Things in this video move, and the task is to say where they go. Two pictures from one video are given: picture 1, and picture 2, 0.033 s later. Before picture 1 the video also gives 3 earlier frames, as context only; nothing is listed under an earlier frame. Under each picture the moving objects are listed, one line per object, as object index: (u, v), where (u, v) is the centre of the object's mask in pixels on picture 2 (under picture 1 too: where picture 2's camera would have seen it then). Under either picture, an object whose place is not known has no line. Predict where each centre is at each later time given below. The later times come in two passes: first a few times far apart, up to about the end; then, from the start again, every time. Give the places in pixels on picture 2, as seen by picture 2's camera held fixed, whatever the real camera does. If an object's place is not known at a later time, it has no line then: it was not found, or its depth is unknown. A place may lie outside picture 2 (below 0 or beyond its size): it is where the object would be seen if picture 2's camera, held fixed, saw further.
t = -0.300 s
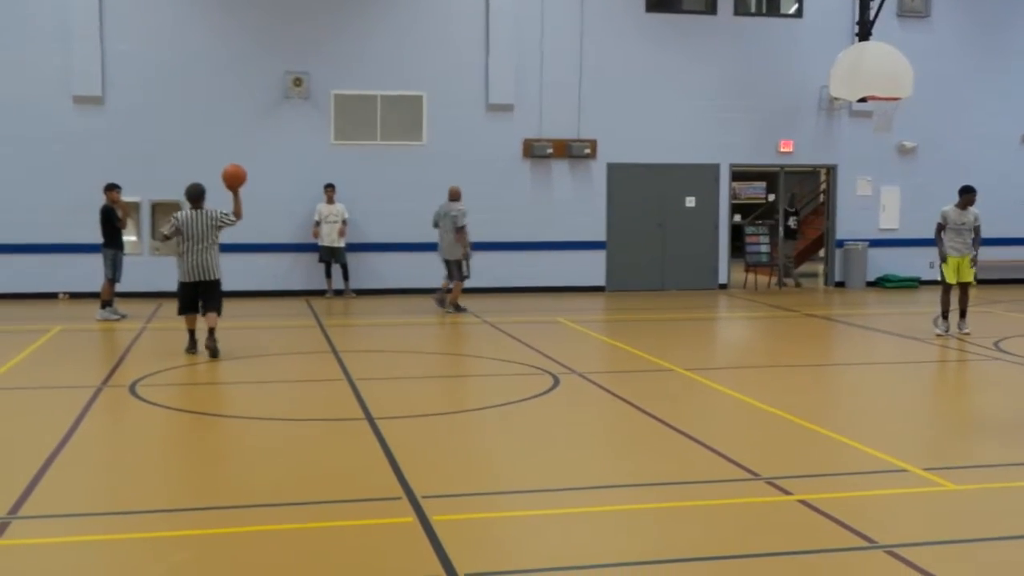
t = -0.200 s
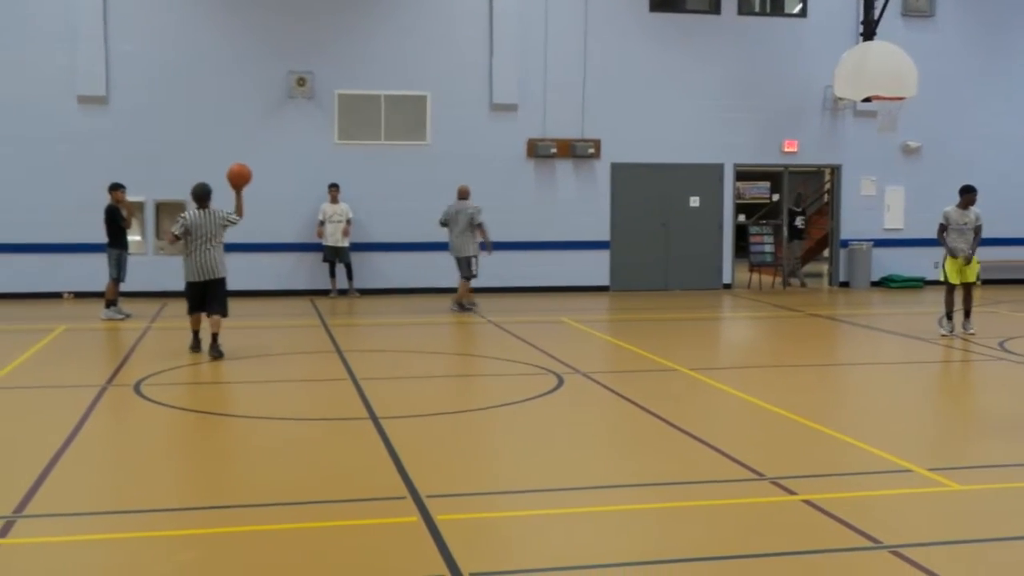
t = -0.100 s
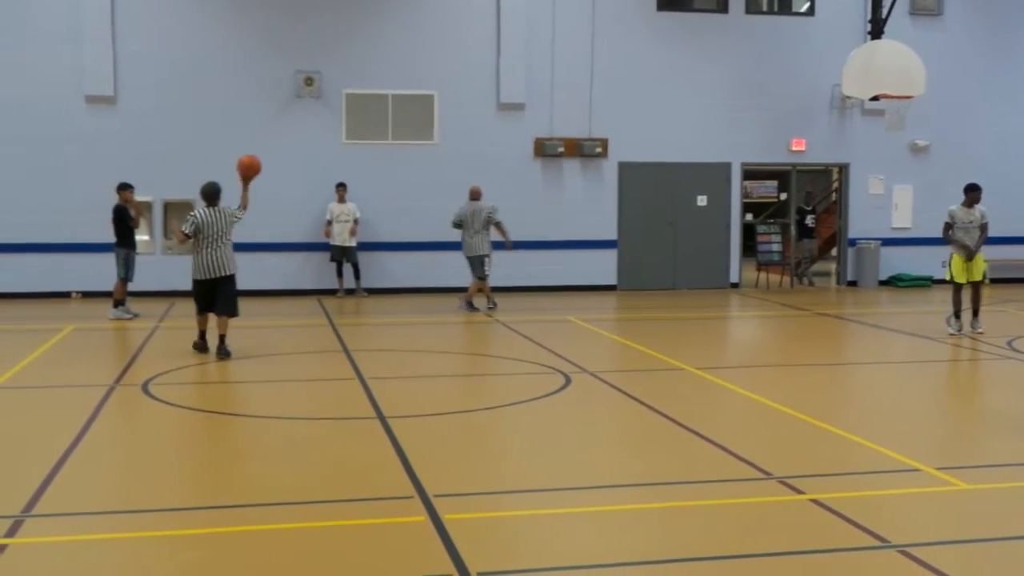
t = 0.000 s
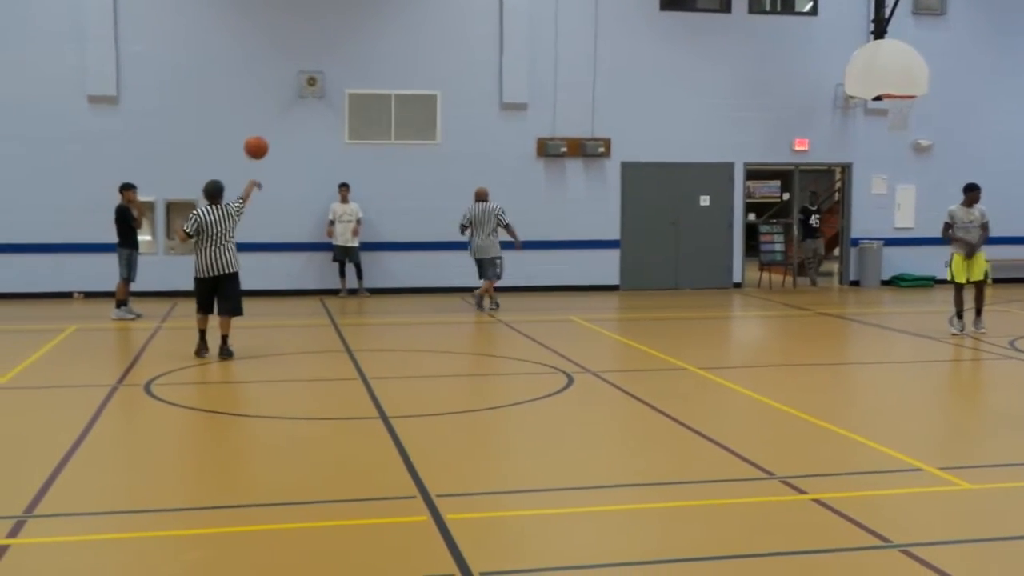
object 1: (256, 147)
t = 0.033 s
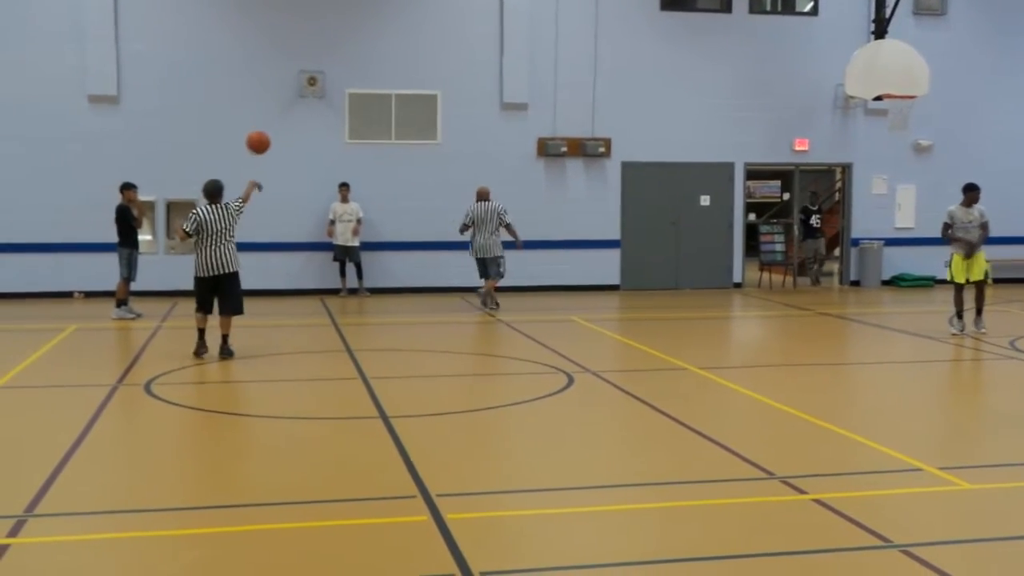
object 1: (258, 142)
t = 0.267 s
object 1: (269, 140)
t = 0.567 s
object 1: (282, 201)
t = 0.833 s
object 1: (292, 301)
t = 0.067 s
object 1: (259, 139)
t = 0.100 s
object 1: (261, 137)
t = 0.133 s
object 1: (263, 135)
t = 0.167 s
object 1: (264, 135)
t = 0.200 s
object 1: (266, 136)
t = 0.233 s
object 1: (268, 138)
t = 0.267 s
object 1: (269, 140)
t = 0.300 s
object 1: (271, 143)
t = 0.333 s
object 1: (272, 148)
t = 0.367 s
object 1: (274, 153)
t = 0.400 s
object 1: (275, 159)
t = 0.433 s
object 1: (277, 166)
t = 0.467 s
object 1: (278, 173)
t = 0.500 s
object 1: (280, 182)
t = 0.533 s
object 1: (281, 191)
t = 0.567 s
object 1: (282, 201)
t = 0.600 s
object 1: (283, 211)
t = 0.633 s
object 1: (285, 222)
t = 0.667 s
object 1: (286, 233)
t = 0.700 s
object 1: (288, 247)
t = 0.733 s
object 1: (289, 260)
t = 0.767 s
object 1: (291, 274)
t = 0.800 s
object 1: (292, 288)
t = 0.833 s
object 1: (292, 301)
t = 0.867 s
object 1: (294, 296)
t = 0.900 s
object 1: (294, 284)
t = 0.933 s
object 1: (294, 273)
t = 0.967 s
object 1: (294, 264)
